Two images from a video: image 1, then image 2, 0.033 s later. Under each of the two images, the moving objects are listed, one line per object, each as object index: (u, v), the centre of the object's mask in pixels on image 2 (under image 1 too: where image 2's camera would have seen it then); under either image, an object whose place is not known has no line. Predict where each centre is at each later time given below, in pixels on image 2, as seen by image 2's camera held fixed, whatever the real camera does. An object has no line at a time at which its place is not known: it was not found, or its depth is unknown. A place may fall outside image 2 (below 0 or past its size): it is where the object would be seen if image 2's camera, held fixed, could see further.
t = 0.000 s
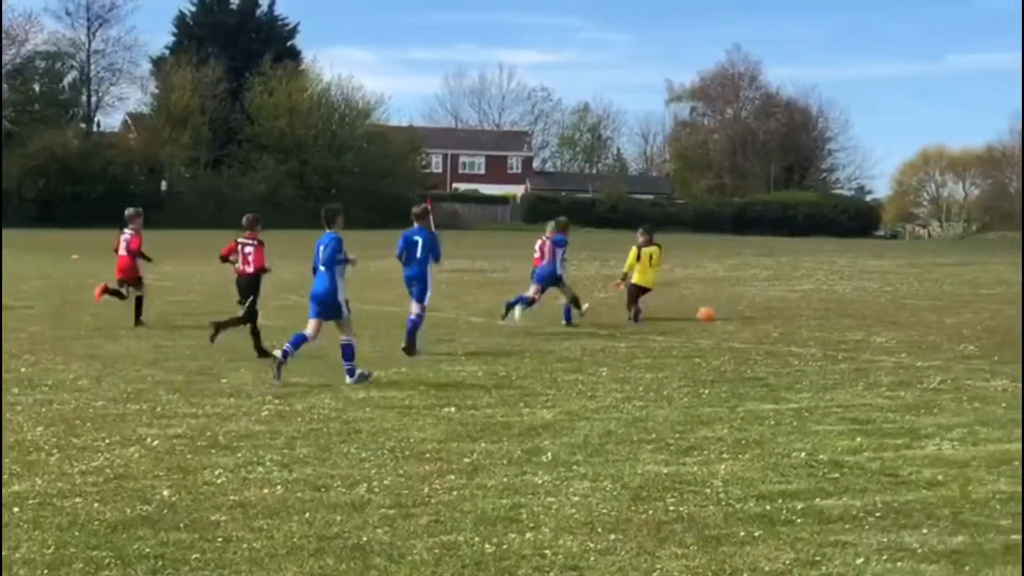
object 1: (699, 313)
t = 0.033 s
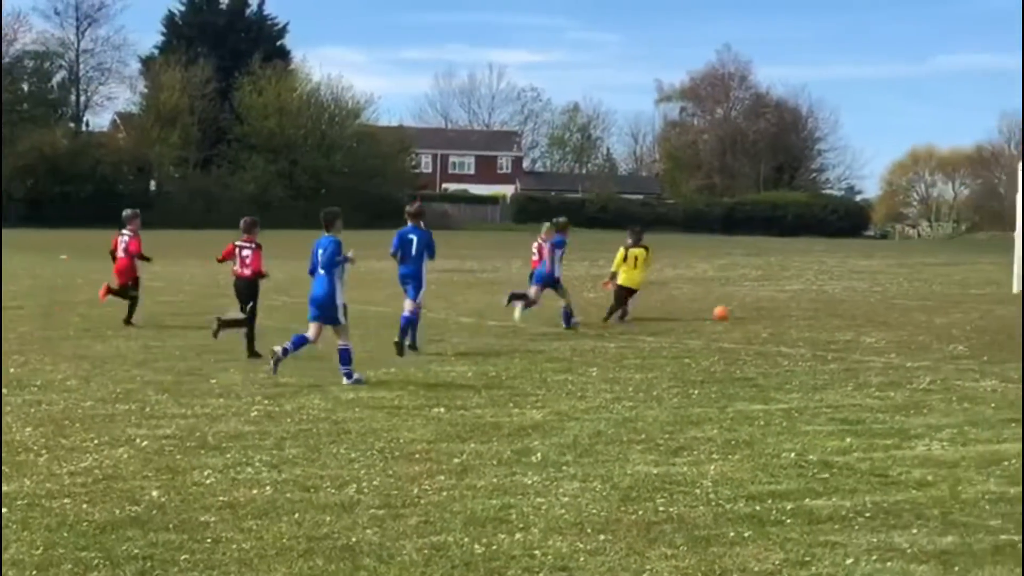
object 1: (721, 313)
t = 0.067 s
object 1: (743, 312)
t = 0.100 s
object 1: (766, 313)
